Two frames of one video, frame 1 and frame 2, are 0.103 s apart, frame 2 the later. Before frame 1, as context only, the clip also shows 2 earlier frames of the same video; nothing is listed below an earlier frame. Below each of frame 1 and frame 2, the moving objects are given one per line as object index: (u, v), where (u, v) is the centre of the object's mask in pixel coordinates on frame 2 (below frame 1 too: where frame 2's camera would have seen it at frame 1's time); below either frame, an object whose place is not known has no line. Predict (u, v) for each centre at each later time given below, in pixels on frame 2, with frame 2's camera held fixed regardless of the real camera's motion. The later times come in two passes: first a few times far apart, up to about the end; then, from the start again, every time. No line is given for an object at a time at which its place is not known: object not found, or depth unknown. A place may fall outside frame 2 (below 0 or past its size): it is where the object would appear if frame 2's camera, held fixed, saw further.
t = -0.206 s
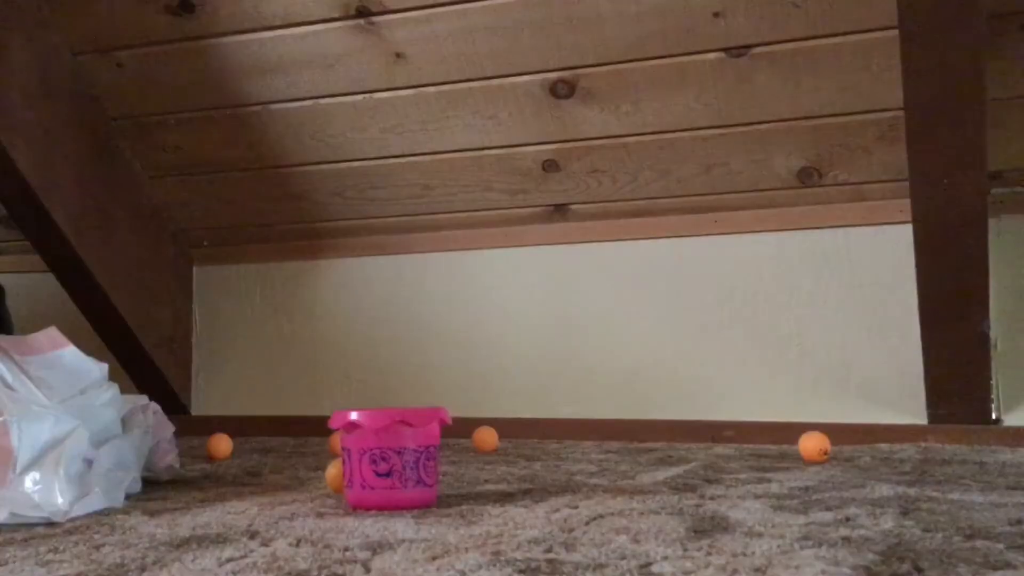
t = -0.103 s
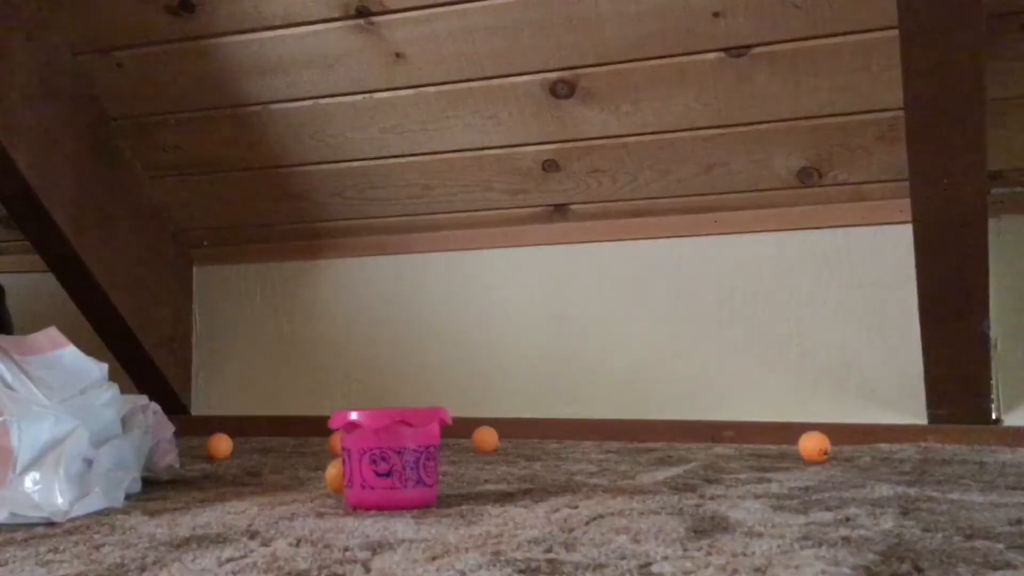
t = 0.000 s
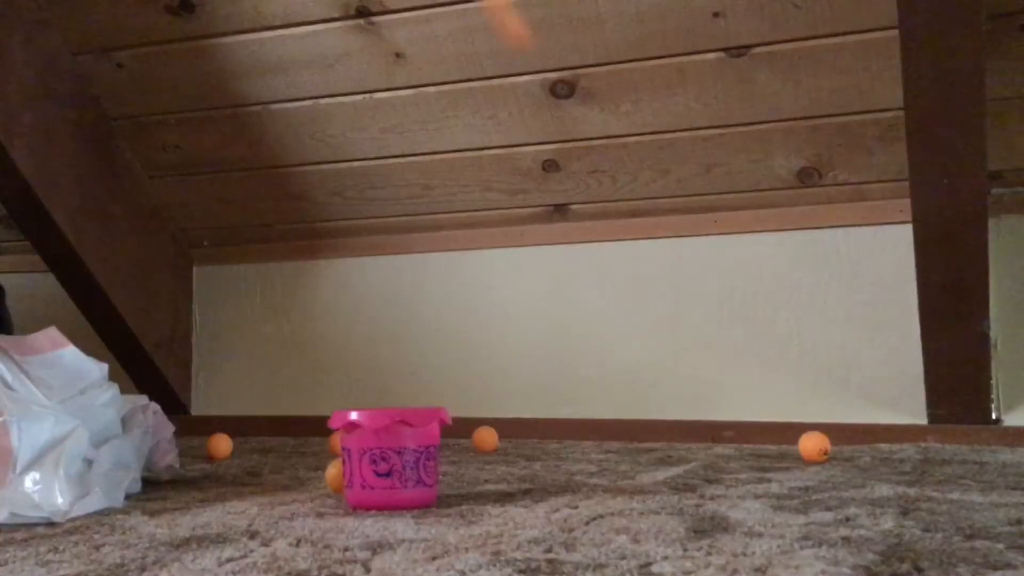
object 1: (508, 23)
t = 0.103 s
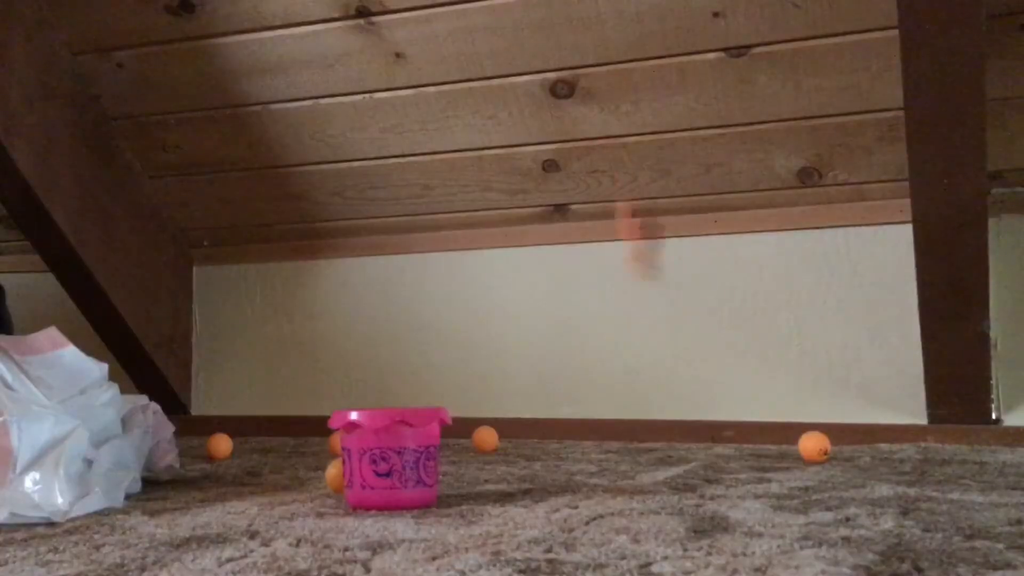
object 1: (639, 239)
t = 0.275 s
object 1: (597, 337)
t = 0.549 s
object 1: (433, 316)
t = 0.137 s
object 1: (637, 330)
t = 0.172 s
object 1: (637, 417)
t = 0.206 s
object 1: (627, 409)
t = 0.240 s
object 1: (613, 371)
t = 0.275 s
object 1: (597, 337)
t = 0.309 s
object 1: (579, 306)
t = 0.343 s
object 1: (563, 284)
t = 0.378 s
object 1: (544, 267)
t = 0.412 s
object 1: (524, 256)
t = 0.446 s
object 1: (504, 255)
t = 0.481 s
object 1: (482, 265)
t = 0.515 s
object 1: (458, 285)
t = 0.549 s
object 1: (433, 316)
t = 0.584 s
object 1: (406, 361)
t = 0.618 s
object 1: (383, 398)
